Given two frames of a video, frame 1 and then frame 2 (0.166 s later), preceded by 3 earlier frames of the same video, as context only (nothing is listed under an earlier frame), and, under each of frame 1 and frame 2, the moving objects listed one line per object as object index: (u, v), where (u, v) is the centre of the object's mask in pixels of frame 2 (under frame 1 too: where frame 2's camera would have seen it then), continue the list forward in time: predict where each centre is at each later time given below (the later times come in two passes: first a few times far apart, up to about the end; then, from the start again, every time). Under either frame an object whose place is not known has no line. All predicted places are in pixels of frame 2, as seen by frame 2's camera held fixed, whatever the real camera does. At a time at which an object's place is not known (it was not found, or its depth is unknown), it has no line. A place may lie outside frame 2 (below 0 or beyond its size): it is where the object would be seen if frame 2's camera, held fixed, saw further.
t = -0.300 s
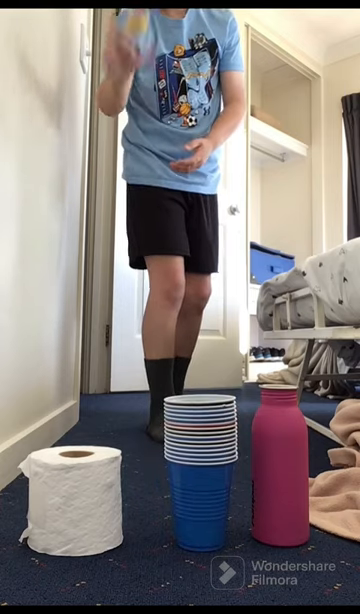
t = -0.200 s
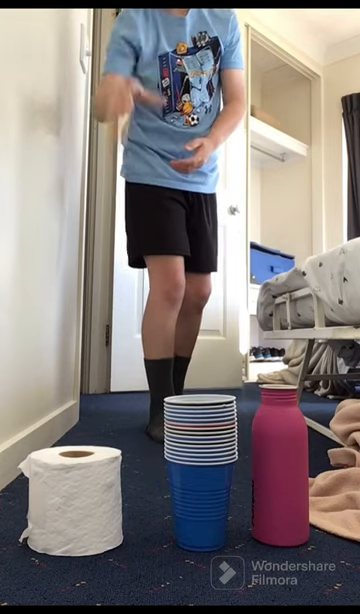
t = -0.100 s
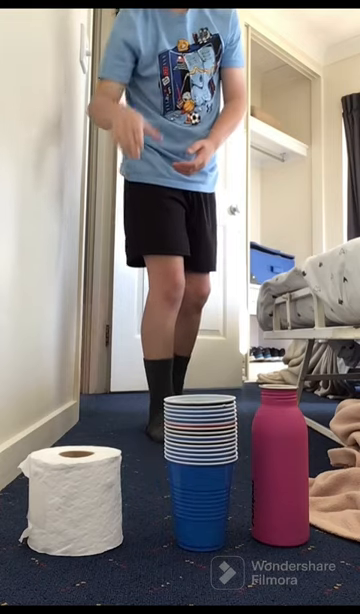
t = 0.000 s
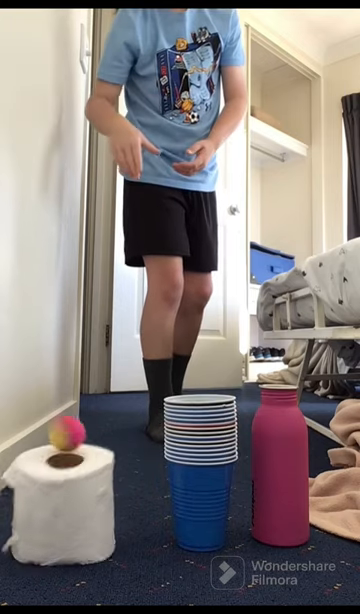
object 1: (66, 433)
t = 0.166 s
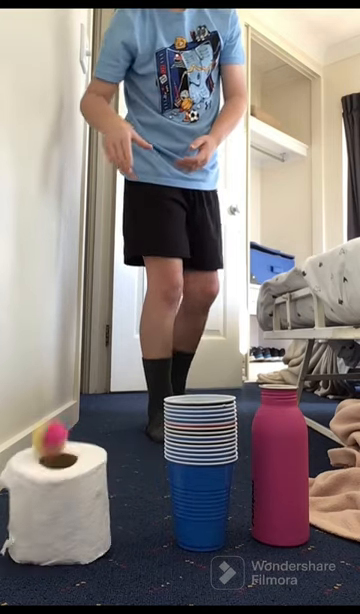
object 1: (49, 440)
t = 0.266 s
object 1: (56, 442)
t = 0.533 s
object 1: (67, 446)
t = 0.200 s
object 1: (49, 444)
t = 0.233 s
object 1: (52, 442)
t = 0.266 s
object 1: (56, 442)
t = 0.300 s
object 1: (59, 444)
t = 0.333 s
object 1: (62, 445)
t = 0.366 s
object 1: (65, 446)
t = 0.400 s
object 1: (67, 445)
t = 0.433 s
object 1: (68, 444)
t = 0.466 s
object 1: (69, 444)
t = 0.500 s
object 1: (69, 445)
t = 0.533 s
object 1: (67, 446)
